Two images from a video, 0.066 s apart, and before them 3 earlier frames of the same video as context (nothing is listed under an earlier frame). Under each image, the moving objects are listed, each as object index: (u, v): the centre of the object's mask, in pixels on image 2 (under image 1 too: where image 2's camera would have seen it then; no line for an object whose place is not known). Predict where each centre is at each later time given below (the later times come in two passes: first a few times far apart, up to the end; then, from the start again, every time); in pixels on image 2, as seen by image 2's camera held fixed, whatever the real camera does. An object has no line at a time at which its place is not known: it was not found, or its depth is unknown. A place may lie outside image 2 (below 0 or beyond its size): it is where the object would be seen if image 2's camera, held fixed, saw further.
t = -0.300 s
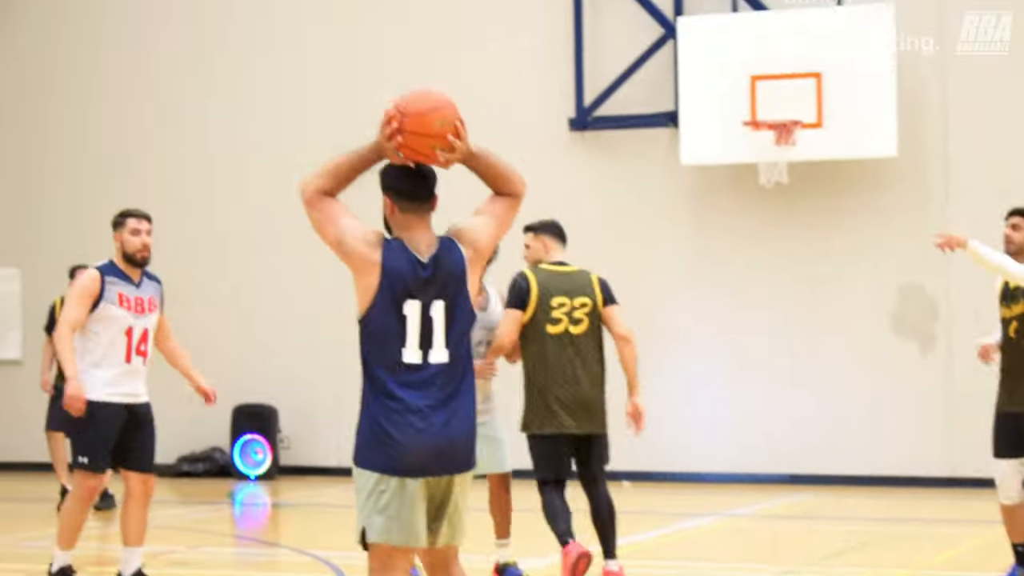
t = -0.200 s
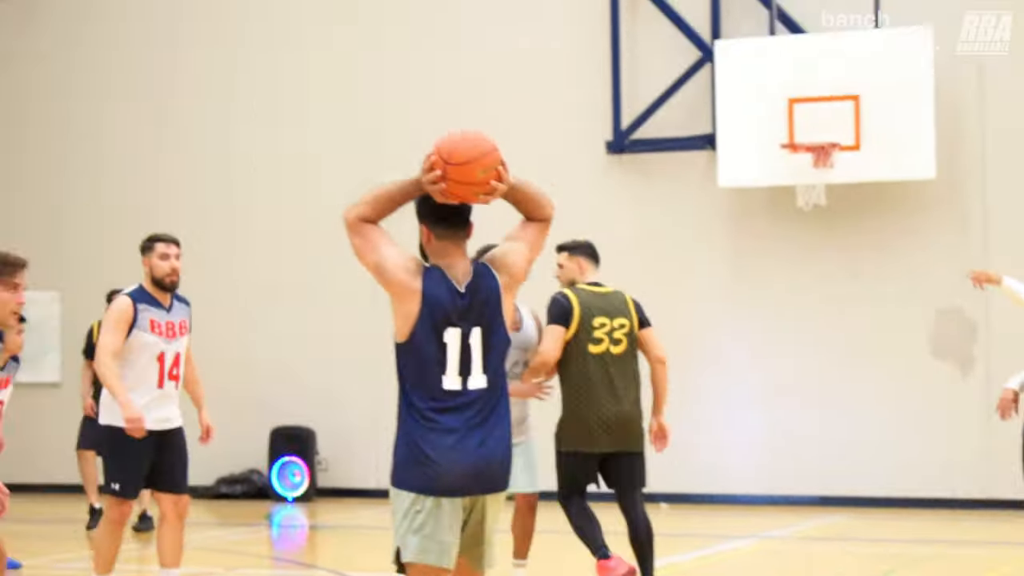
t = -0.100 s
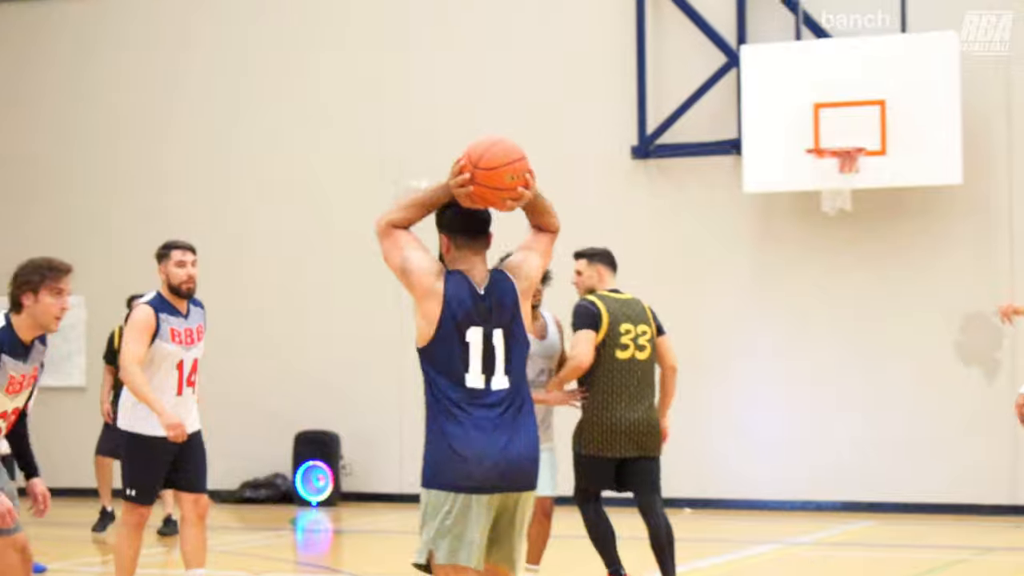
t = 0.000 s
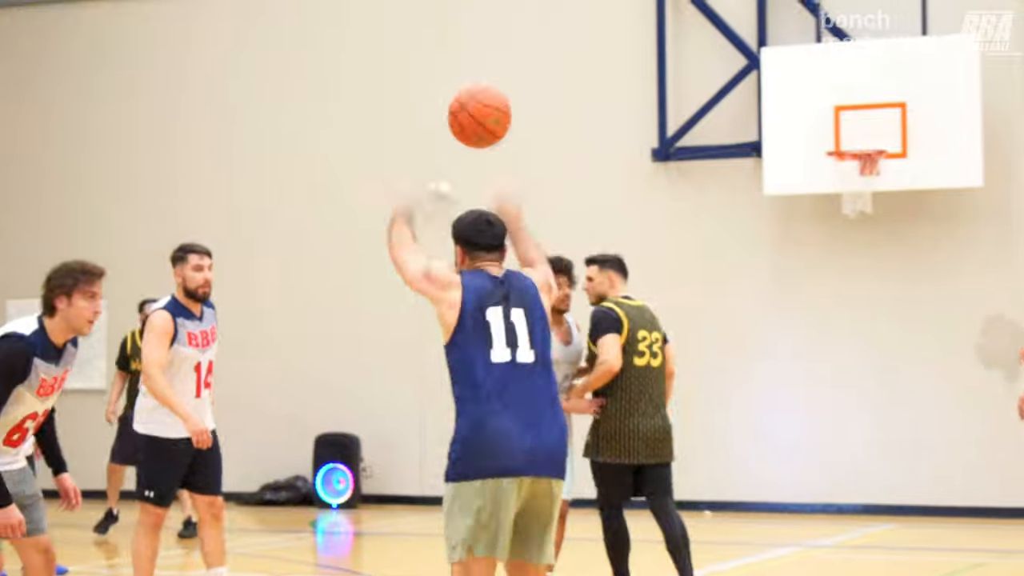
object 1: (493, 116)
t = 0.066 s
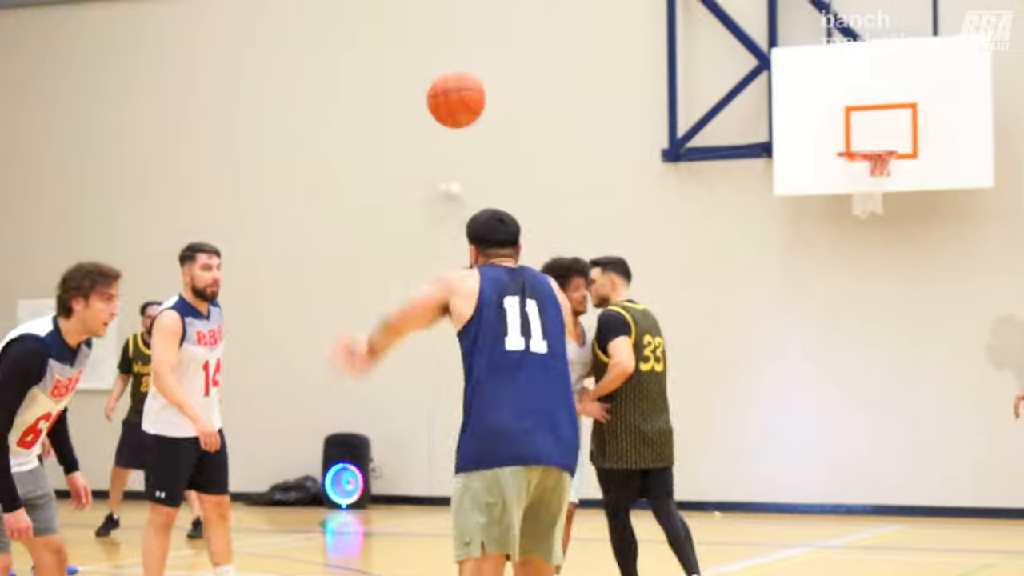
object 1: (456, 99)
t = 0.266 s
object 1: (387, 114)
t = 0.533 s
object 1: (335, 216)
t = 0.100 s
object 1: (441, 96)
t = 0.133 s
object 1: (429, 95)
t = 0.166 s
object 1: (417, 97)
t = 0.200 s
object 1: (406, 101)
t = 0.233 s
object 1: (396, 107)
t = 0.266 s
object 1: (387, 114)
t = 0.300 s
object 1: (378, 123)
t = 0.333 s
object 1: (370, 133)
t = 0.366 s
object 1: (364, 144)
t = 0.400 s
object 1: (357, 157)
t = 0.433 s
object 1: (351, 171)
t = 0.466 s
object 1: (345, 185)
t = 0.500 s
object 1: (340, 200)
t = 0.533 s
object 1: (335, 216)
